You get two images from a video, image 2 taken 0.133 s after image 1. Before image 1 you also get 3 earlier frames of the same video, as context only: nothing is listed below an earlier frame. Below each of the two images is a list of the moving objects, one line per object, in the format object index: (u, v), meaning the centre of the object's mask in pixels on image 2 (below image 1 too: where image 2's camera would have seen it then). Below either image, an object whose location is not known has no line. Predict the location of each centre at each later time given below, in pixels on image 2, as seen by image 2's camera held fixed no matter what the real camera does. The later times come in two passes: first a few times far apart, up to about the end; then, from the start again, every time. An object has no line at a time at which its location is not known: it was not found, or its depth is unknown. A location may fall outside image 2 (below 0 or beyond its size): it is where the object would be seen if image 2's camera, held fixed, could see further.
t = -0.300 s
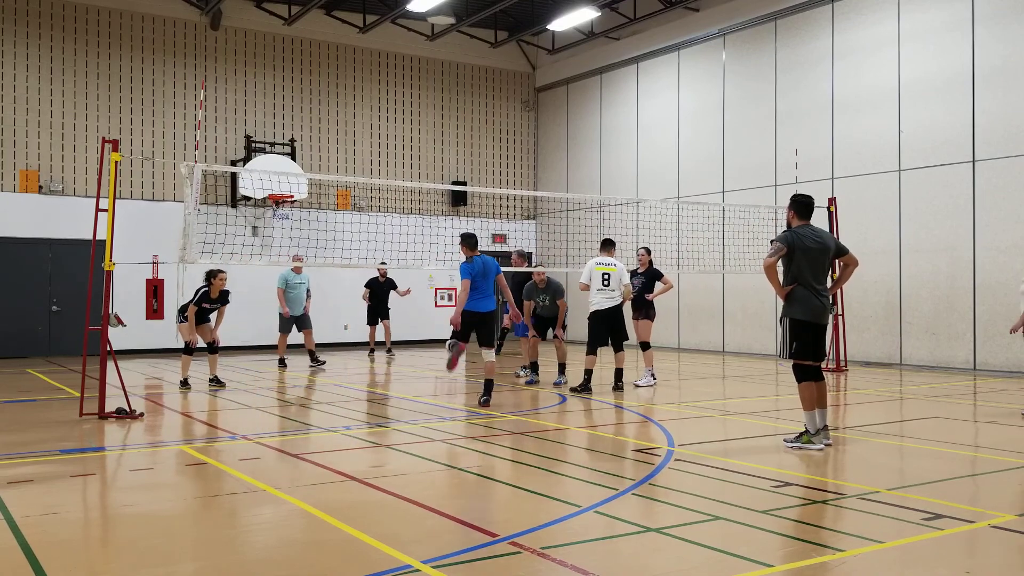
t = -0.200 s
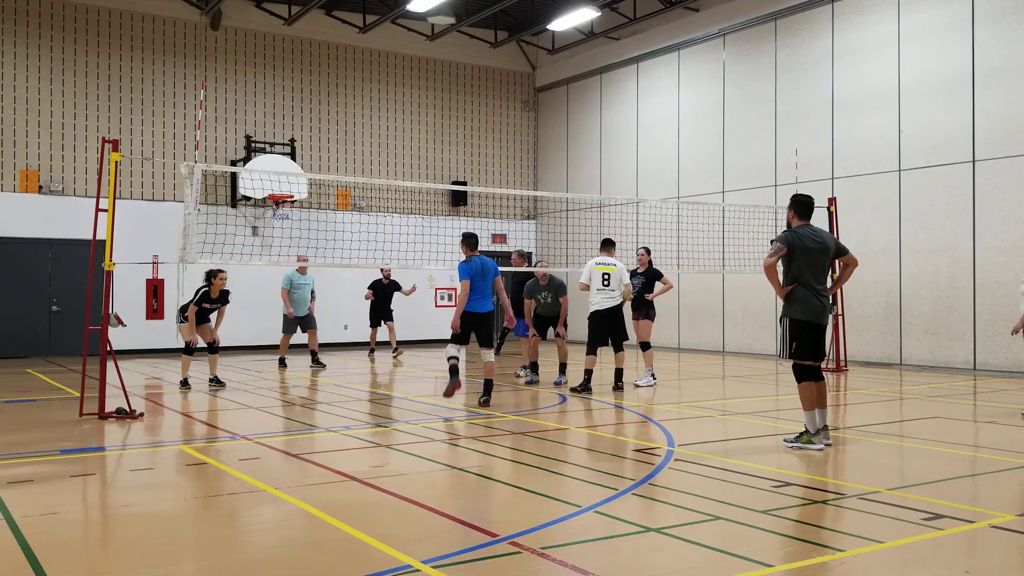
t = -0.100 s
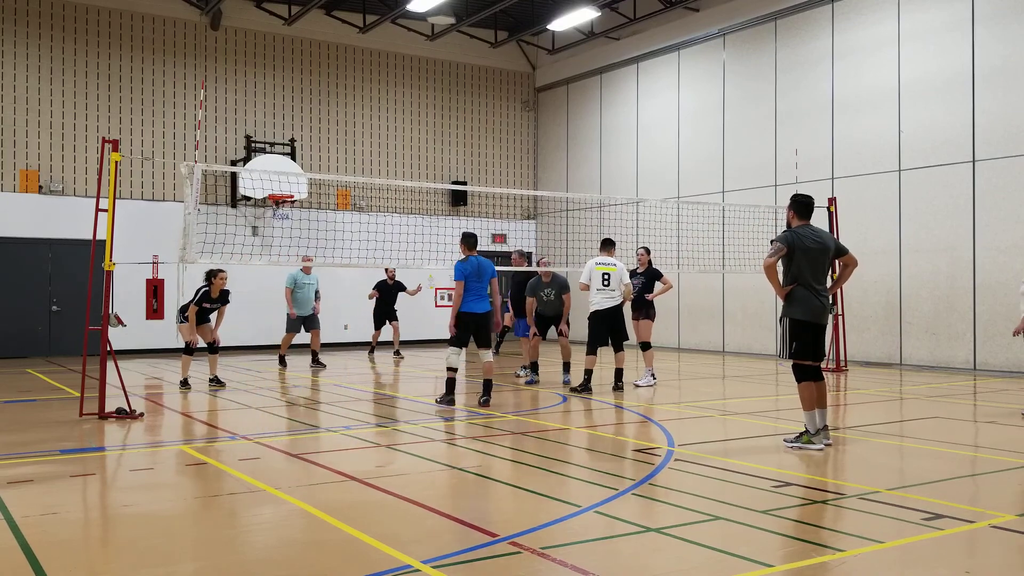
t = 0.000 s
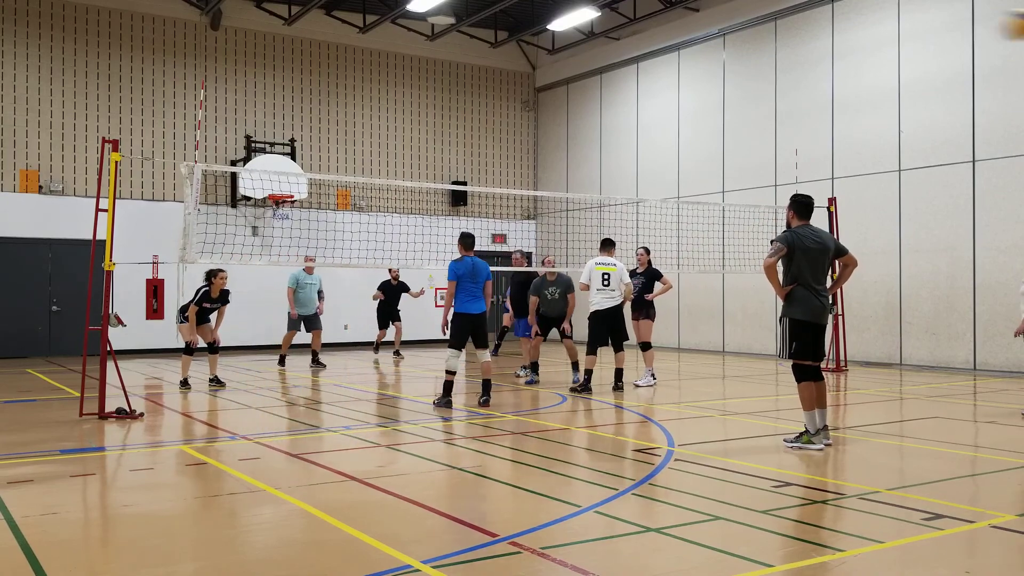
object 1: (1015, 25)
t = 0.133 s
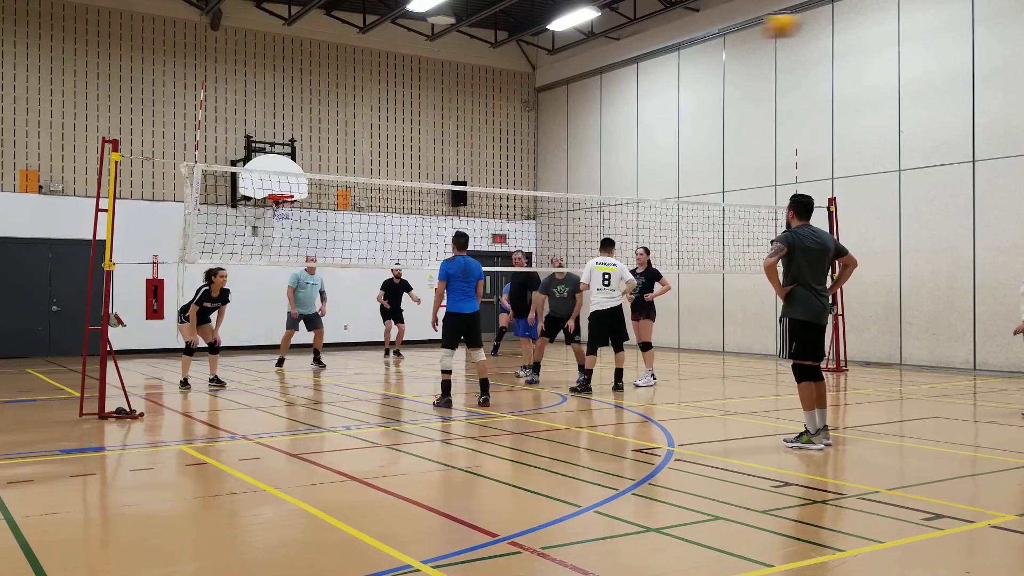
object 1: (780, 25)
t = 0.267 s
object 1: (610, 47)
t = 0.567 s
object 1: (377, 137)
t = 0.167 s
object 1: (733, 29)
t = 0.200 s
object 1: (689, 32)
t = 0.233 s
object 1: (647, 39)
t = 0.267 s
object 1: (610, 47)
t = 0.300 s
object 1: (578, 55)
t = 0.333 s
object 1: (545, 64)
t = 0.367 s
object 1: (516, 73)
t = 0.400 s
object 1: (488, 83)
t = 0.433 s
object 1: (464, 92)
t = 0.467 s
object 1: (441, 103)
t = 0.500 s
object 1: (418, 114)
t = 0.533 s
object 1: (397, 126)
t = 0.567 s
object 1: (377, 137)
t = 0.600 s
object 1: (357, 149)
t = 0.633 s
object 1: (340, 161)
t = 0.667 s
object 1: (324, 169)
